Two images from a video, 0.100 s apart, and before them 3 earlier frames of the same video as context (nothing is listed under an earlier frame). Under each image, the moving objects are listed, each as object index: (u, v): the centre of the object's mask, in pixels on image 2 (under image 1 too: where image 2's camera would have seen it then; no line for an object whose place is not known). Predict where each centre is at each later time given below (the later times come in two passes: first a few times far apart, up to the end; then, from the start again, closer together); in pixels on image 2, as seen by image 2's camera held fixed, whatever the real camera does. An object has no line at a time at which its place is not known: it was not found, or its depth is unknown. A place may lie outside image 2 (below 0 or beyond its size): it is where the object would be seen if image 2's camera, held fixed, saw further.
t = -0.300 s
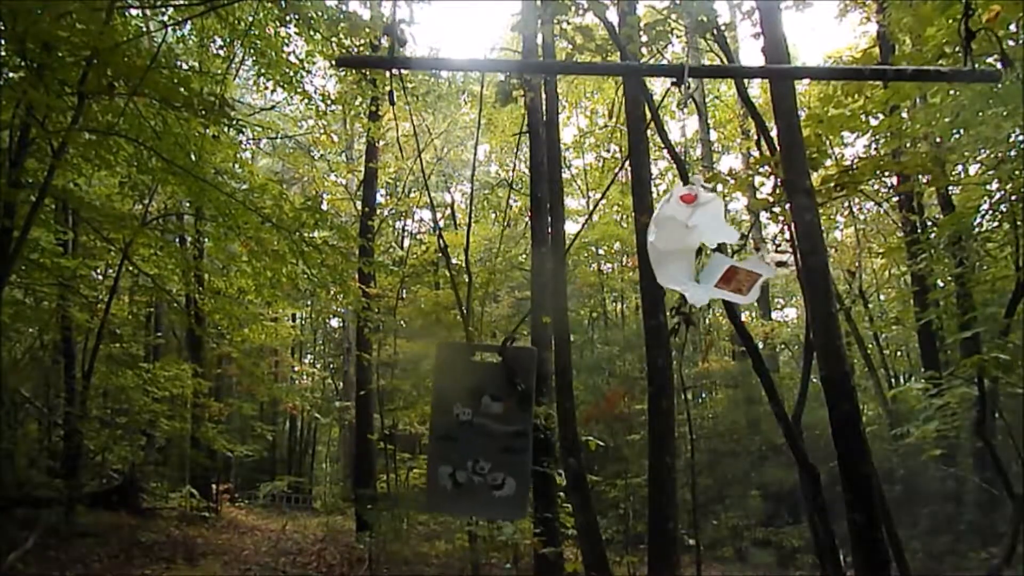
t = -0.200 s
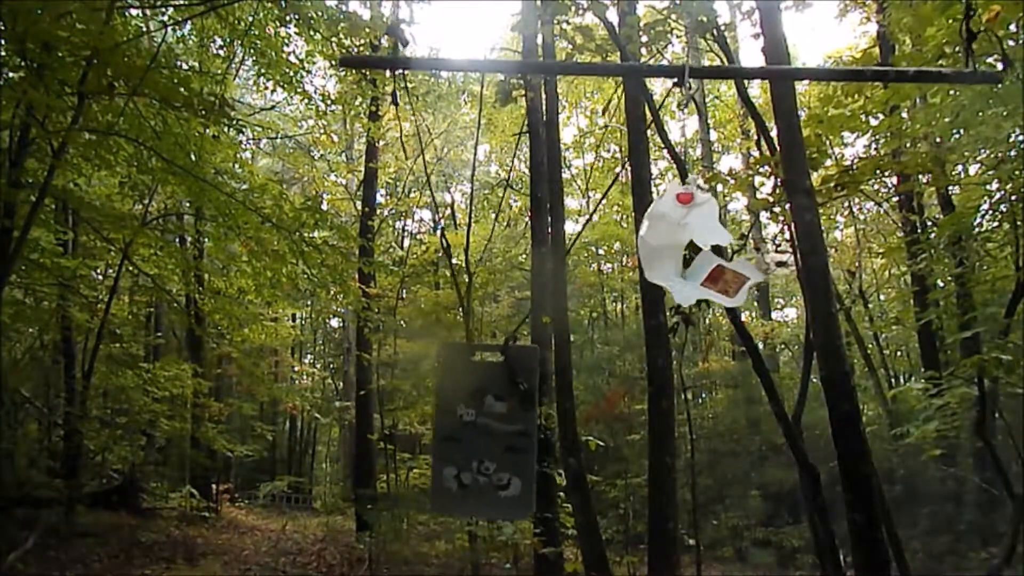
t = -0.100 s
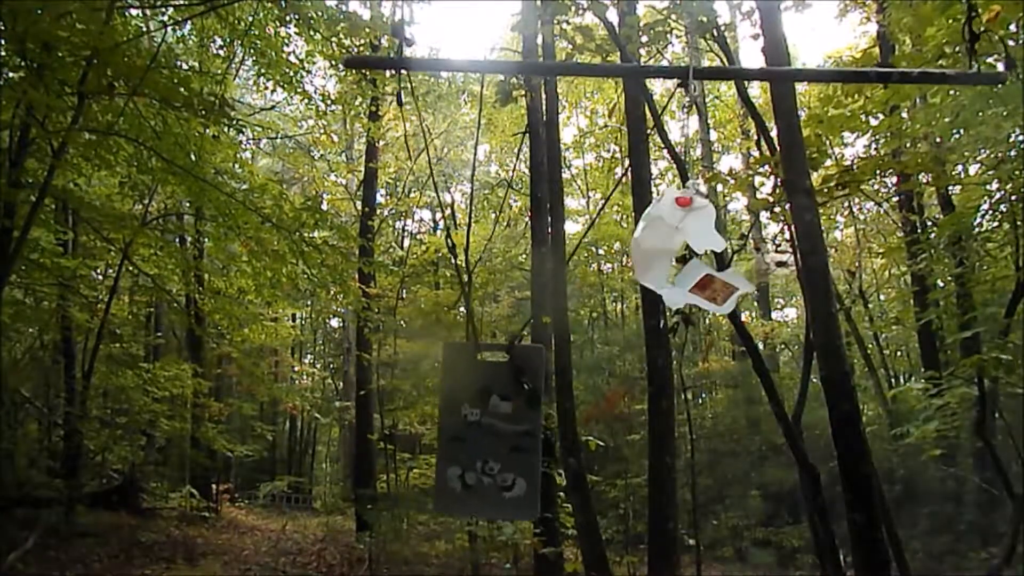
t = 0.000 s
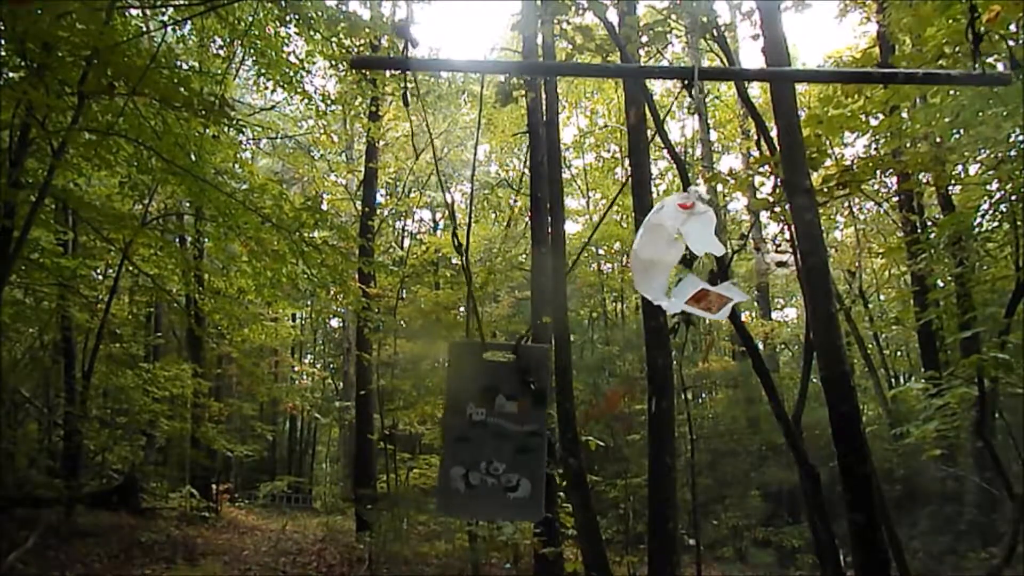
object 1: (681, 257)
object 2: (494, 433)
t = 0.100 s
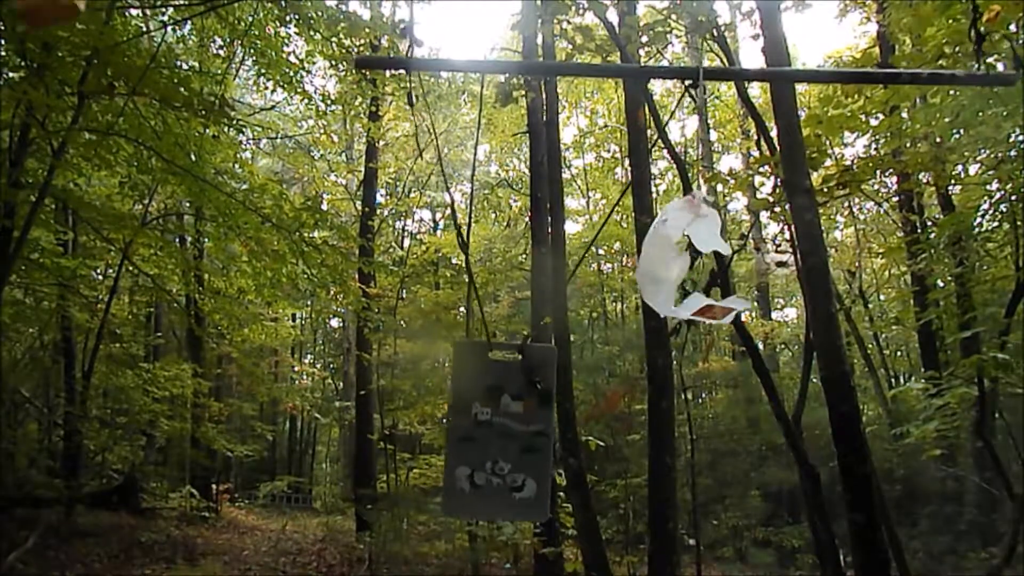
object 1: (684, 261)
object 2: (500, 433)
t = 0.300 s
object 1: (707, 259)
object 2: (508, 434)
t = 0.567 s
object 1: (744, 259)
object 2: (507, 434)
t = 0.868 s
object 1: (728, 255)
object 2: (499, 433)
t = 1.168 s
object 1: (677, 258)
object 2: (509, 431)
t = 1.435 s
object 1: (683, 265)
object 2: (507, 430)
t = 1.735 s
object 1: (718, 264)
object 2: (504, 434)
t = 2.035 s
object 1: (714, 261)
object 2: (500, 435)
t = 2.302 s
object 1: (689, 253)
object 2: (497, 435)
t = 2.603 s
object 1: (682, 257)
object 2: (491, 436)
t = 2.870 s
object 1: (686, 258)
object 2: (493, 434)
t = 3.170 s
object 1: (695, 259)
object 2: (502, 433)
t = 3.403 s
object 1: (707, 260)
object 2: (507, 432)
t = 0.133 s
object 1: (685, 262)
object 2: (502, 434)
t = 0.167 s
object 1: (689, 262)
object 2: (503, 434)
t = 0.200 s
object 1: (693, 261)
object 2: (505, 434)
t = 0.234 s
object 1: (697, 261)
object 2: (506, 434)
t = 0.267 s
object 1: (702, 260)
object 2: (507, 434)
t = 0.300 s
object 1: (707, 259)
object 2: (508, 434)
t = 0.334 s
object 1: (711, 260)
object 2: (508, 434)
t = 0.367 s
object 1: (716, 259)
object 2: (509, 434)
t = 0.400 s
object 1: (721, 259)
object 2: (509, 434)
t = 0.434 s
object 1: (726, 260)
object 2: (509, 434)
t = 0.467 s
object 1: (731, 260)
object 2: (508, 434)
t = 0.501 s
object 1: (736, 260)
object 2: (508, 434)
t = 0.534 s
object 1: (741, 260)
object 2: (508, 434)
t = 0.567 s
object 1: (744, 259)
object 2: (507, 434)
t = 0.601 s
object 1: (747, 259)
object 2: (506, 434)
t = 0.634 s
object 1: (749, 258)
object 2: (506, 433)
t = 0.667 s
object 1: (749, 257)
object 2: (505, 434)
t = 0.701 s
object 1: (749, 256)
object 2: (504, 435)
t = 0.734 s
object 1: (747, 256)
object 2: (503, 435)
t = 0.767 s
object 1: (744, 255)
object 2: (502, 432)
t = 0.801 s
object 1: (739, 255)
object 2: (501, 433)
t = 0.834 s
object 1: (734, 254)
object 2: (500, 433)
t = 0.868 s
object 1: (728, 255)
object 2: (499, 433)
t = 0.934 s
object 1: (715, 254)
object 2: (503, 435)
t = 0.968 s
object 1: (709, 254)
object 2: (504, 434)
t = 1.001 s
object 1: (702, 255)
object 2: (505, 432)
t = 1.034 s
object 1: (696, 256)
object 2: (506, 431)
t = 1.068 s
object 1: (690, 257)
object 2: (507, 431)
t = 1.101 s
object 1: (685, 256)
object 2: (508, 430)
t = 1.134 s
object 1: (680, 258)
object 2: (508, 431)
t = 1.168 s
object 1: (677, 258)
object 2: (509, 431)
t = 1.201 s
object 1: (674, 259)
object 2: (509, 430)
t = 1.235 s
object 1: (672, 258)
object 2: (509, 431)
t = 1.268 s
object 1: (672, 259)
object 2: (508, 430)
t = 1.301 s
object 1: (672, 260)
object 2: (508, 430)
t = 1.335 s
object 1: (674, 260)
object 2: (507, 430)
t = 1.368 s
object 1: (676, 264)
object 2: (507, 431)
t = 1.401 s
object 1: (680, 265)
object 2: (507, 430)
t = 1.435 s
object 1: (683, 265)
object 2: (507, 430)
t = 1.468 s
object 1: (687, 265)
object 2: (506, 431)
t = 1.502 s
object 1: (692, 266)
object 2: (505, 431)
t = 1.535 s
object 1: (696, 266)
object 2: (506, 431)
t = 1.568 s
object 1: (699, 265)
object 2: (505, 432)
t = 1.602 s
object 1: (704, 264)
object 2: (505, 432)
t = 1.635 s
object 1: (708, 264)
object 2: (505, 432)
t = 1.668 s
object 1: (711, 264)
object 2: (505, 432)
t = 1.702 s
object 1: (715, 264)
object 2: (504, 433)
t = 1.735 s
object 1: (718, 264)
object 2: (504, 434)
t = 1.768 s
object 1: (721, 264)
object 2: (503, 434)
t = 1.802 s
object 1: (722, 262)
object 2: (502, 435)
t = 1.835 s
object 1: (723, 262)
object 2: (502, 434)
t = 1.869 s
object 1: (723, 262)
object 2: (501, 435)
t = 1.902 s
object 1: (722, 262)
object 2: (501, 435)
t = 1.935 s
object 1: (721, 262)
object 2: (500, 435)
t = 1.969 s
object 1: (719, 261)
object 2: (500, 435)
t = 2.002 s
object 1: (716, 261)
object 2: (500, 435)
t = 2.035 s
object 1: (714, 261)
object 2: (500, 435)
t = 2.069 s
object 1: (710, 259)
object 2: (500, 435)
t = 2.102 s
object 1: (708, 257)
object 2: (500, 435)
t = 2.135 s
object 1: (704, 256)
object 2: (499, 434)
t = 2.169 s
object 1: (700, 257)
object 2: (499, 434)
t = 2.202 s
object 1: (696, 254)
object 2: (499, 435)
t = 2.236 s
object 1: (693, 255)
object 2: (498, 435)
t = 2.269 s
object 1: (691, 253)
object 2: (497, 435)
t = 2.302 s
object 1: (689, 253)
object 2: (497, 435)
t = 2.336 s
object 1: (688, 253)
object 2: (496, 435)
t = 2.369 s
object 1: (686, 255)
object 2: (495, 435)
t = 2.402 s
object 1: (685, 255)
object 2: (494, 435)
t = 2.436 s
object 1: (684, 256)
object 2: (493, 435)
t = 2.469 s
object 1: (683, 256)
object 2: (493, 435)
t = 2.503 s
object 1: (683, 256)
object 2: (492, 434)
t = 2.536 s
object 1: (683, 257)
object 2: (492, 435)
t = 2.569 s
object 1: (683, 257)
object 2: (492, 435)
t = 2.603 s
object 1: (682, 257)
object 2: (491, 436)
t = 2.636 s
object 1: (683, 257)
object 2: (491, 436)
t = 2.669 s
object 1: (683, 257)
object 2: (491, 435)
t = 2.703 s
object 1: (684, 257)
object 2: (491, 434)
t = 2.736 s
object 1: (684, 257)
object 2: (492, 434)
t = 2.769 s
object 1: (685, 257)
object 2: (492, 436)
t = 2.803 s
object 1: (685, 257)
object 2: (492, 434)
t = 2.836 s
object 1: (686, 258)
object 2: (493, 434)
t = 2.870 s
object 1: (686, 258)
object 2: (493, 434)
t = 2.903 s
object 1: (687, 258)
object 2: (494, 434)
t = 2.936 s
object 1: (687, 258)
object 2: (495, 434)
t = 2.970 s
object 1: (688, 259)
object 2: (496, 434)
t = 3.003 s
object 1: (689, 259)
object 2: (497, 434)
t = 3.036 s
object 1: (690, 258)
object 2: (498, 434)
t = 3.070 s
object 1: (691, 258)
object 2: (499, 434)
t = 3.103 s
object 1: (692, 258)
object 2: (500, 434)
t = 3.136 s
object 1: (694, 259)
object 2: (501, 434)
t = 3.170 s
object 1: (695, 259)
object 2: (502, 433)
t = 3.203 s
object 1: (697, 260)
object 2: (503, 433)
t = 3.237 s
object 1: (699, 260)
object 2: (504, 433)
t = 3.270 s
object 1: (701, 260)
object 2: (505, 433)
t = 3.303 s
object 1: (703, 260)
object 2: (506, 432)
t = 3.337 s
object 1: (704, 260)
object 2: (506, 432)
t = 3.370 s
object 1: (706, 260)
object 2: (507, 432)
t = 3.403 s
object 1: (707, 260)
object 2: (507, 432)
